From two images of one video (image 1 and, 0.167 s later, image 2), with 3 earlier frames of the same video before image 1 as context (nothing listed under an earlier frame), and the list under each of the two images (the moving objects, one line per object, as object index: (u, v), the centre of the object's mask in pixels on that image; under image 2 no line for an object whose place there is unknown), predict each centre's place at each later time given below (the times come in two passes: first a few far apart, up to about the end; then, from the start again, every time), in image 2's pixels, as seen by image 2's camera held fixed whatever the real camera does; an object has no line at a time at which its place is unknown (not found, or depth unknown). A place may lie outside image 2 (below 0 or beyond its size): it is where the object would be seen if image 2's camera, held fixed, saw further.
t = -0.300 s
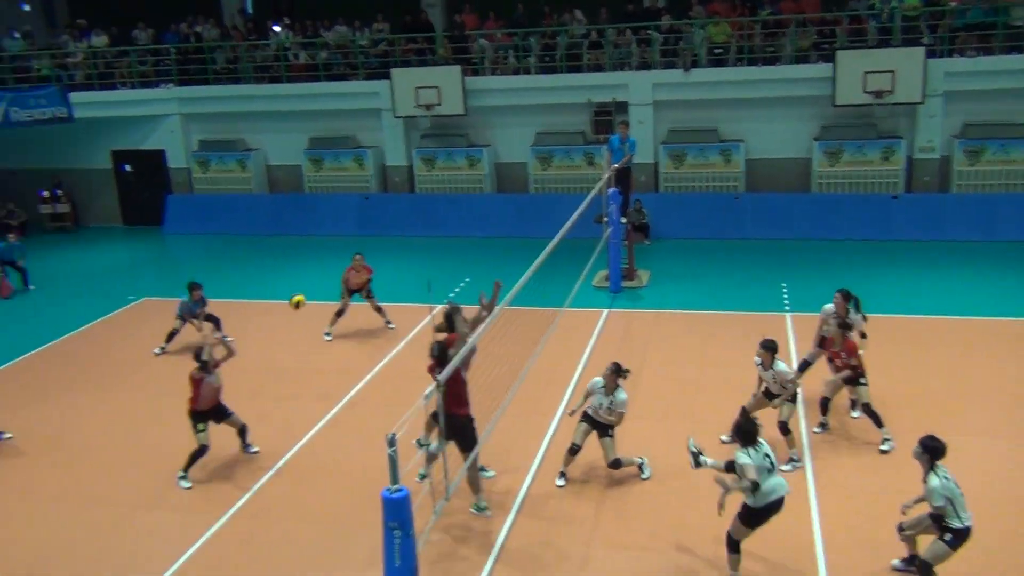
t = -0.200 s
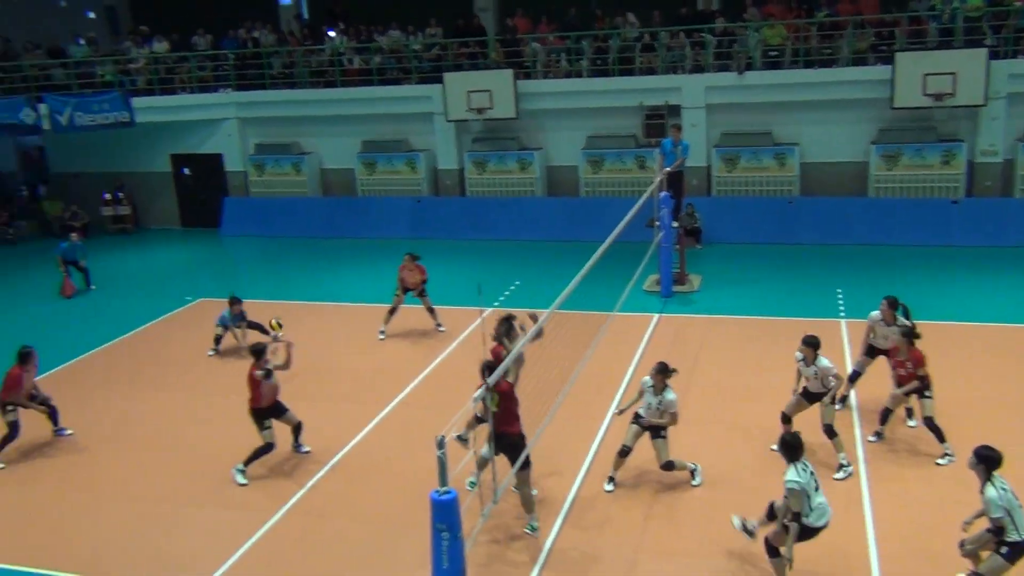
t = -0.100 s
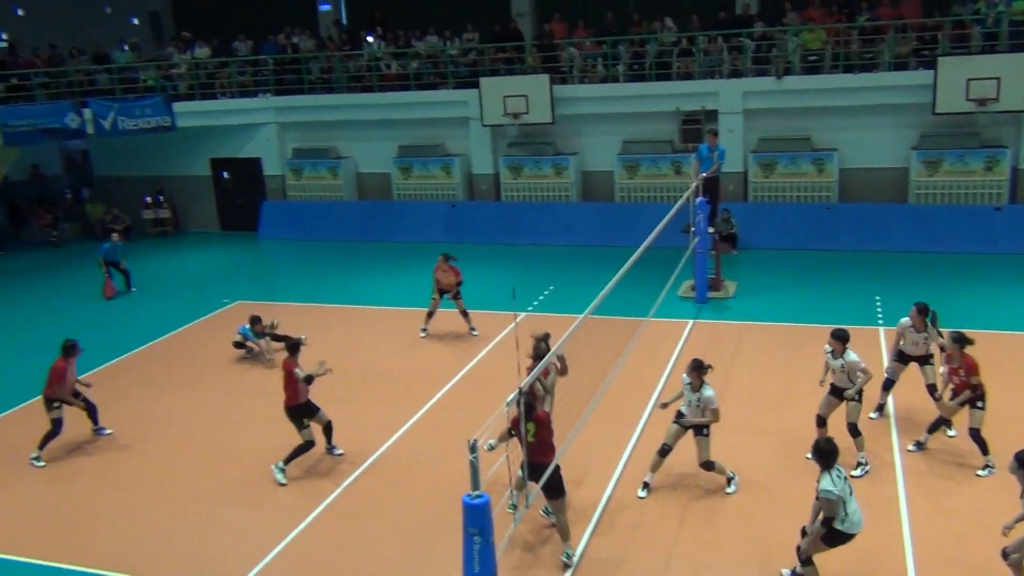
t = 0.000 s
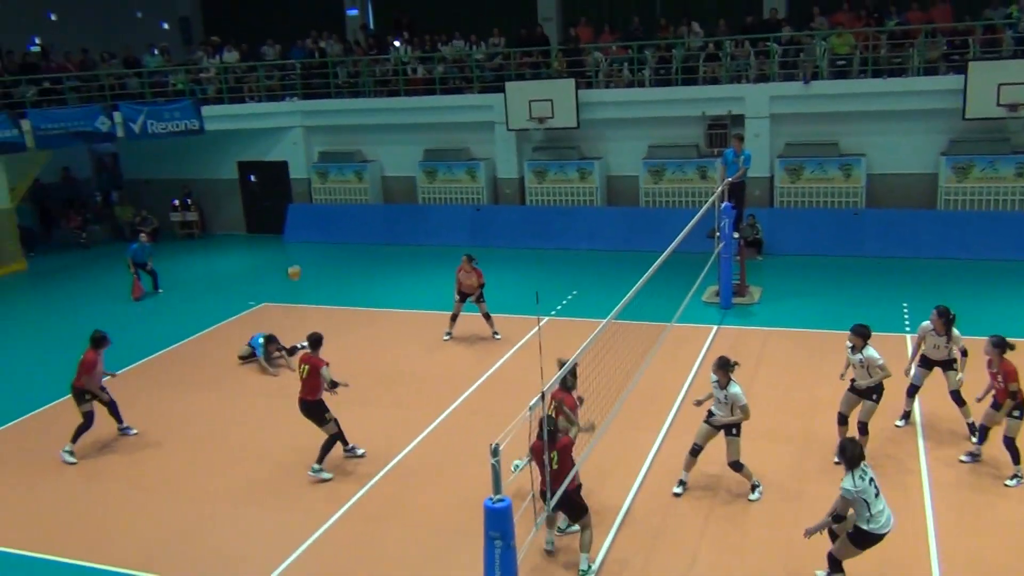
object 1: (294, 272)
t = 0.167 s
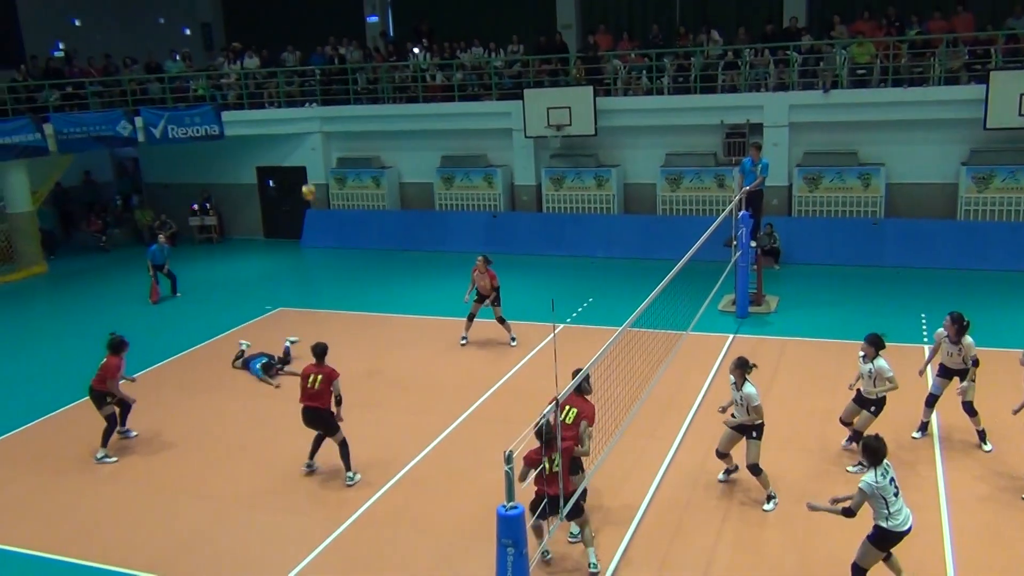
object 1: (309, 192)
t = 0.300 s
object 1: (306, 130)
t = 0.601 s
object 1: (307, 25)
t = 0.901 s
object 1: (313, -20)
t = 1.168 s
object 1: (326, 3)
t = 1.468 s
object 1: (349, 105)
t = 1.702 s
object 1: (377, 241)
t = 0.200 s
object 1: (308, 175)
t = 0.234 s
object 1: (307, 160)
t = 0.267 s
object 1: (307, 145)
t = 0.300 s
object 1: (306, 130)
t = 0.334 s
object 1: (306, 115)
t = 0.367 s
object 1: (307, 102)
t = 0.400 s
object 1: (306, 90)
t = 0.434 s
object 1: (306, 77)
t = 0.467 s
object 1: (306, 66)
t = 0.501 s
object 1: (307, 55)
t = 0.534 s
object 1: (306, 44)
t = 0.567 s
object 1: (307, 34)
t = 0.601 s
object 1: (307, 25)
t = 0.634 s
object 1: (308, 17)
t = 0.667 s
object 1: (308, 9)
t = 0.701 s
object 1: (308, 3)
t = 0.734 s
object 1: (309, -3)
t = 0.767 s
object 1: (310, -8)
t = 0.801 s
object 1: (310, -13)
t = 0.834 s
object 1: (311, -16)
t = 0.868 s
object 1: (313, -18)
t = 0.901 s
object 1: (313, -20)
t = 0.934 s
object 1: (315, -20)
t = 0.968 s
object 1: (316, -20)
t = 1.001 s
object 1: (317, -19)
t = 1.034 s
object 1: (319, -17)
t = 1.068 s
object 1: (320, -13)
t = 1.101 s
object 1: (323, -9)
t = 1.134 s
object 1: (324, -4)
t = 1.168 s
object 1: (326, 3)
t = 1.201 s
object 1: (328, 10)
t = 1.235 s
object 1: (331, 19)
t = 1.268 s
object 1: (333, 28)
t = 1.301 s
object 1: (335, 37)
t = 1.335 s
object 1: (338, 50)
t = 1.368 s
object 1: (341, 63)
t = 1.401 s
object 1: (344, 77)
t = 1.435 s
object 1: (347, 91)
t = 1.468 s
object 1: (349, 105)
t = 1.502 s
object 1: (353, 123)
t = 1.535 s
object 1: (357, 140)
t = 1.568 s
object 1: (360, 159)
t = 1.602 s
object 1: (364, 177)
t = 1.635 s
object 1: (367, 198)
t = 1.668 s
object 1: (371, 219)
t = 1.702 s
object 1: (377, 241)
